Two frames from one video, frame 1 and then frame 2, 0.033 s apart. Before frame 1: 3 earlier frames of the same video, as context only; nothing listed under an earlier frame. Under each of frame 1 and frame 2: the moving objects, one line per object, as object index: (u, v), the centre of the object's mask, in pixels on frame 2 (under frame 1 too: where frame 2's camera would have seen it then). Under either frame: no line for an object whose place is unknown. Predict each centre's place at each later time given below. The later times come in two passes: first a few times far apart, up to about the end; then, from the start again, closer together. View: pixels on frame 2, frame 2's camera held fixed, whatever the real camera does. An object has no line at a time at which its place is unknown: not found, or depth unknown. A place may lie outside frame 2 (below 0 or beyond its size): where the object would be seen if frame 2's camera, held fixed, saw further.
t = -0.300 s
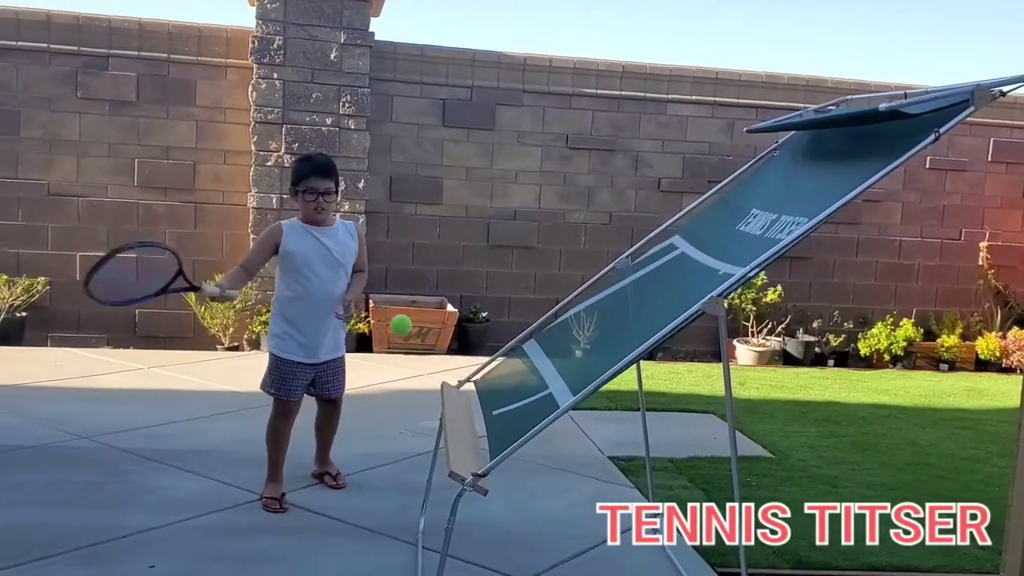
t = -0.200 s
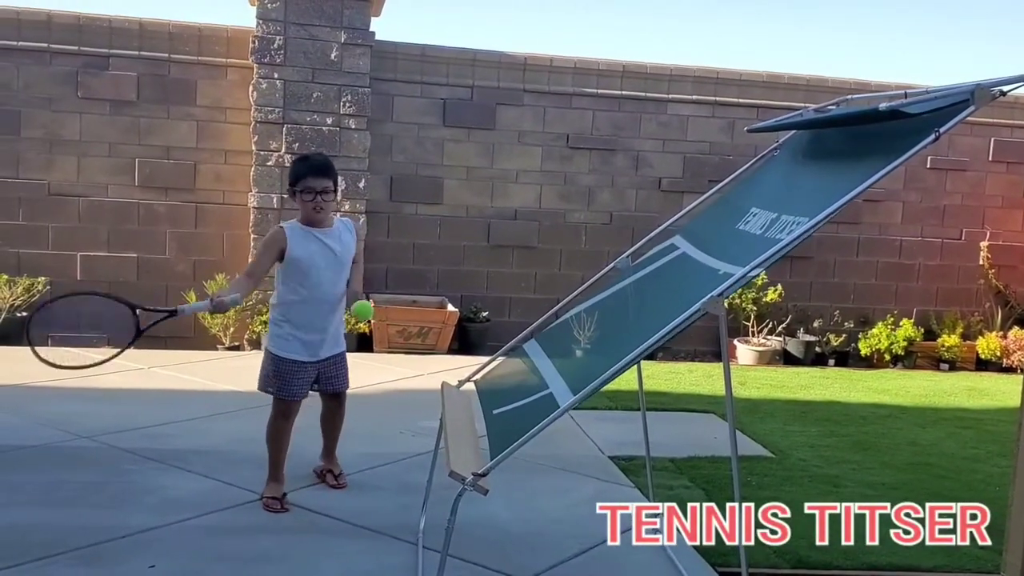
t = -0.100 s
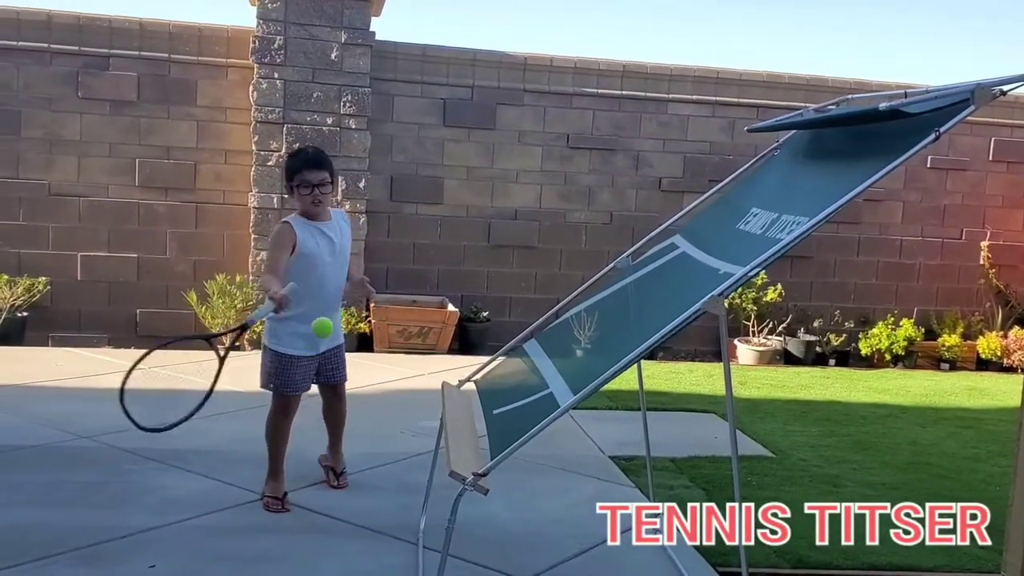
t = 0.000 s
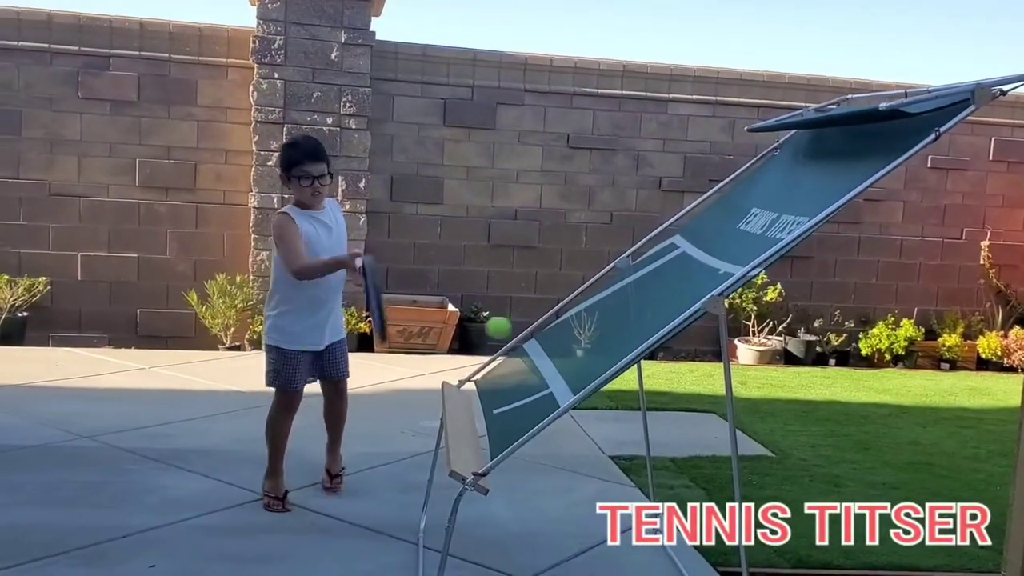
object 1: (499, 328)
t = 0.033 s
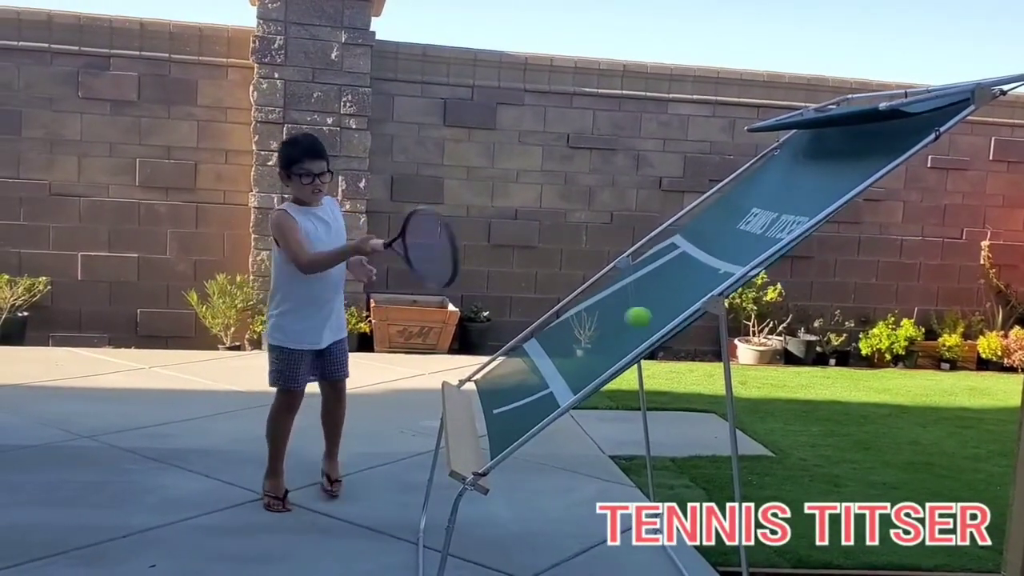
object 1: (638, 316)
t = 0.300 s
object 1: (940, 108)
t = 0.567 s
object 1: (884, 138)
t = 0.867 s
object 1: (748, 259)
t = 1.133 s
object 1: (550, 400)
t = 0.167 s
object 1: (890, 127)
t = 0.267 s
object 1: (942, 107)
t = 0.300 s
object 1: (940, 108)
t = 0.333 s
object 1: (936, 113)
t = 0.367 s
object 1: (931, 117)
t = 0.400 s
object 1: (925, 122)
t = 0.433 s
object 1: (918, 125)
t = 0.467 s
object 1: (910, 128)
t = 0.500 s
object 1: (901, 130)
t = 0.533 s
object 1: (894, 133)
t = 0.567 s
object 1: (884, 138)
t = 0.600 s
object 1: (875, 146)
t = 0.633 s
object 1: (866, 158)
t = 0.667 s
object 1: (855, 172)
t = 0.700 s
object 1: (841, 186)
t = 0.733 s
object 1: (826, 199)
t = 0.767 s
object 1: (808, 213)
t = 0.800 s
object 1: (790, 228)
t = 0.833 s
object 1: (769, 244)
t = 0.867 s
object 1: (748, 259)
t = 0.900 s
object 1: (725, 277)
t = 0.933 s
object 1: (703, 293)
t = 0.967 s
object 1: (679, 311)
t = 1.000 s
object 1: (655, 329)
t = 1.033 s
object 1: (630, 348)
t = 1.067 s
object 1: (604, 365)
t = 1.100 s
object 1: (578, 383)
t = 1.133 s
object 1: (550, 400)
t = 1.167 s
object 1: (522, 416)
